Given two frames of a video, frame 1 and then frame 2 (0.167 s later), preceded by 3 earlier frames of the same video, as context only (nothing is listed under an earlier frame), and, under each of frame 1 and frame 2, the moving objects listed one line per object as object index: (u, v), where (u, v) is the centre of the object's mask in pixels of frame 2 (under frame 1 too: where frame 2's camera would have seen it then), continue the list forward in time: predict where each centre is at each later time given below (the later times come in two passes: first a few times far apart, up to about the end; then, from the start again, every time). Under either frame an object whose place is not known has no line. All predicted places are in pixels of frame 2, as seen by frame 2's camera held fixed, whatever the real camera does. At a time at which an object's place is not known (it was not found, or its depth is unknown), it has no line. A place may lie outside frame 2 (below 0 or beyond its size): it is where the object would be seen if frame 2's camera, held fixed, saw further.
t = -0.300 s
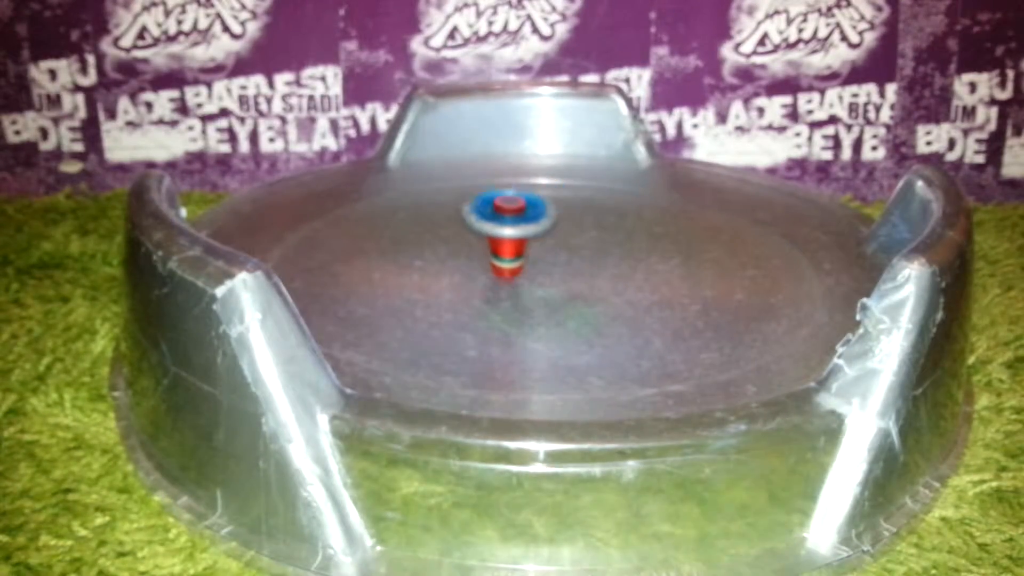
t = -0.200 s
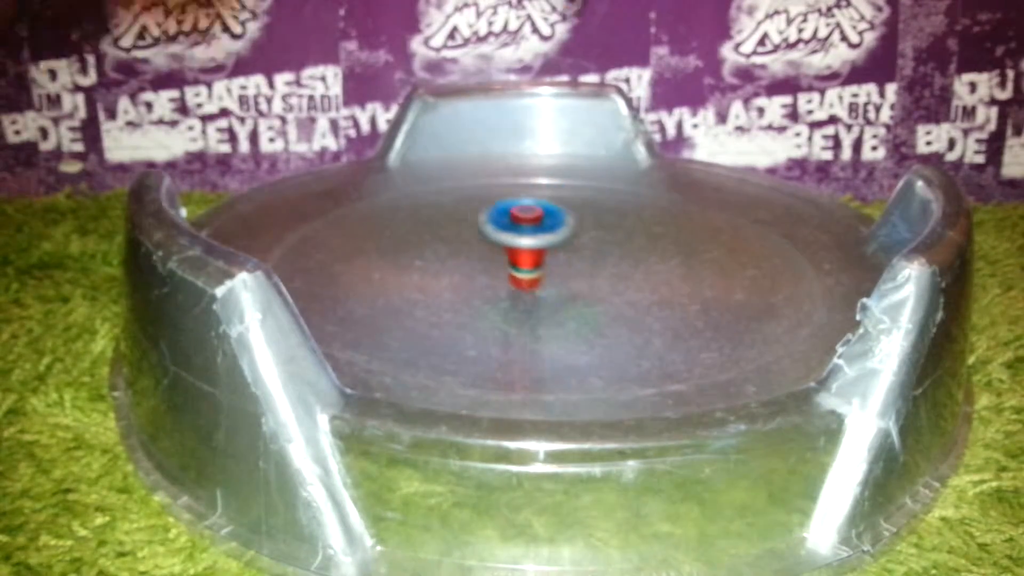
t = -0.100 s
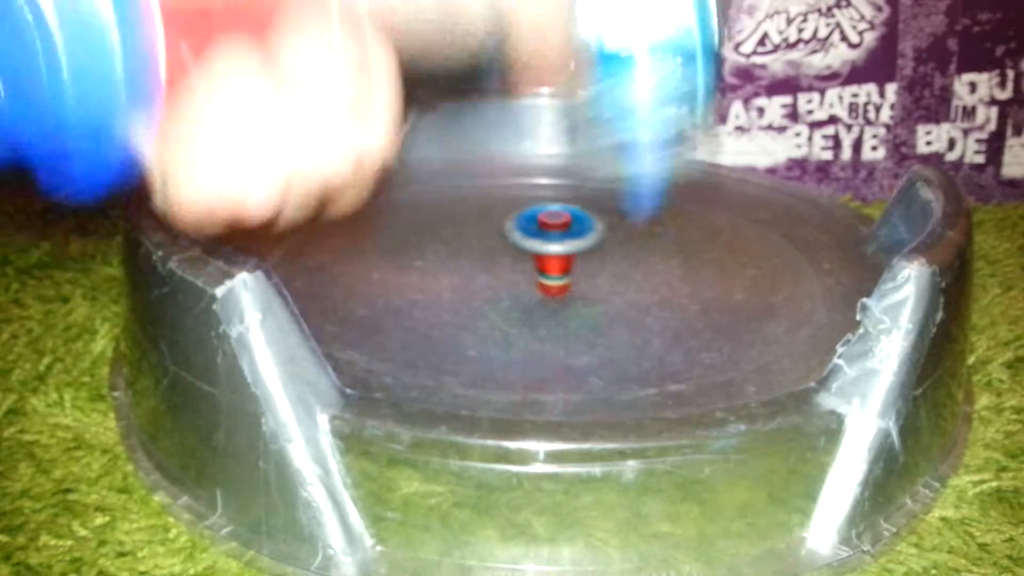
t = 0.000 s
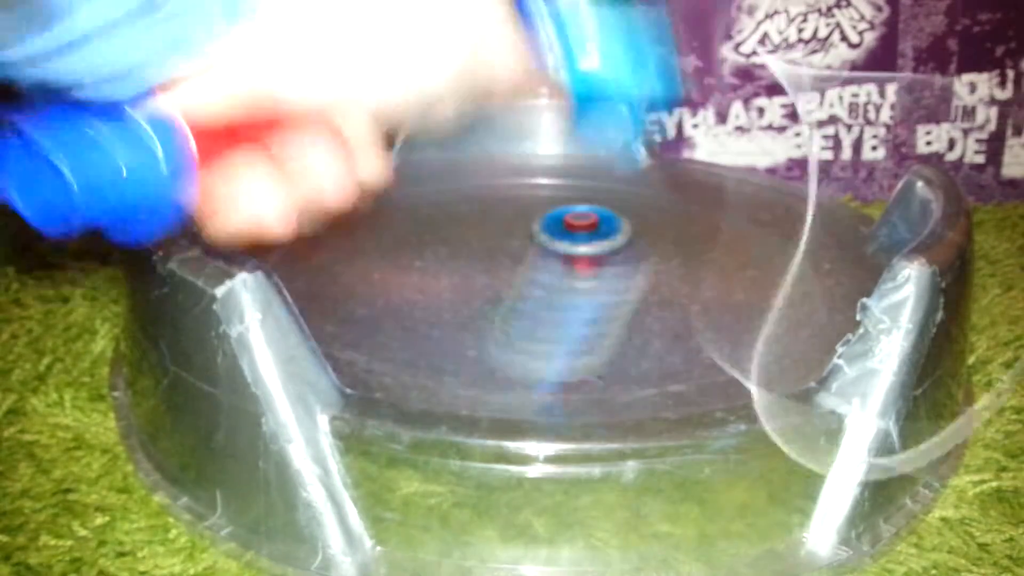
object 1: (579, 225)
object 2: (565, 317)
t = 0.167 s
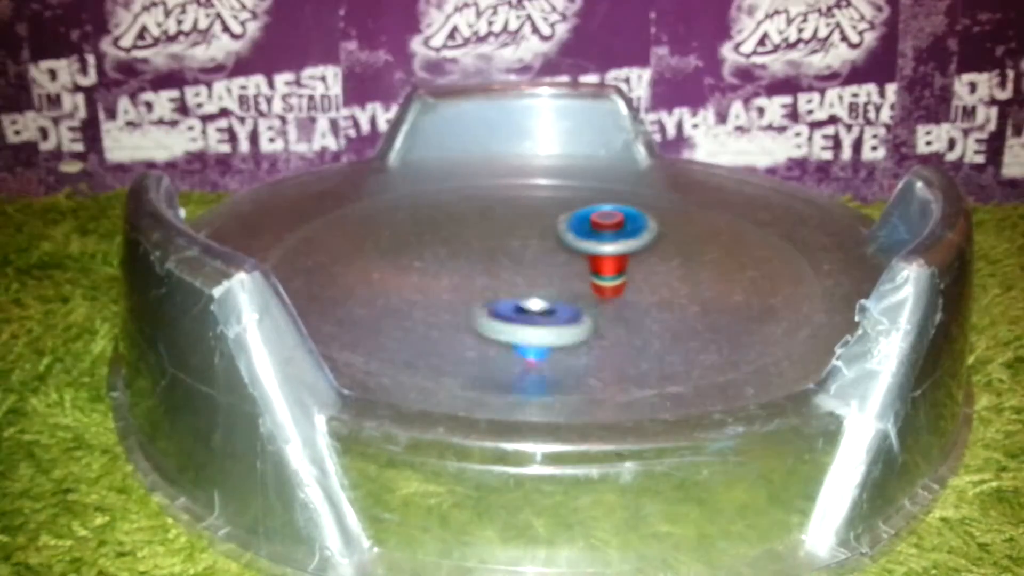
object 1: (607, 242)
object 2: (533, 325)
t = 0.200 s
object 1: (609, 242)
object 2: (541, 322)
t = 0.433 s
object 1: (610, 239)
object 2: (446, 267)
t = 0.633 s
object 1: (596, 242)
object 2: (291, 254)
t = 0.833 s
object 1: (574, 265)
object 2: (340, 303)
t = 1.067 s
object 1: (581, 273)
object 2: (514, 308)
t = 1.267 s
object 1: (632, 225)
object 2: (490, 267)
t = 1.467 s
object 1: (528, 221)
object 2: (367, 221)
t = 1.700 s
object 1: (430, 240)
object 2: (284, 239)
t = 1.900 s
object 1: (447, 274)
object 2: (362, 282)
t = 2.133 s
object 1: (608, 262)
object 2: (539, 281)
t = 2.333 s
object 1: (624, 233)
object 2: (523, 199)
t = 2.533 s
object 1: (575, 220)
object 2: (389, 179)
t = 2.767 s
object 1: (494, 226)
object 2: (358, 231)
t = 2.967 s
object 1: (491, 228)
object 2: (517, 296)
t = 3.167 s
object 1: (539, 251)
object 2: (677, 233)
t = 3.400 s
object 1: (598, 249)
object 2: (549, 164)
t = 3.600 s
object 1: (602, 232)
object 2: (439, 198)
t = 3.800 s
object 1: (541, 227)
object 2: (488, 290)
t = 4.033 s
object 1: (498, 260)
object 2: (744, 256)
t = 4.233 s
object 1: (533, 285)
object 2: (683, 183)
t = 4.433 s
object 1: (601, 277)
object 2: (553, 190)
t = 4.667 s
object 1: (583, 246)
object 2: (476, 288)
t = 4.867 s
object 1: (513, 234)
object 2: (710, 313)
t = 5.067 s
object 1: (453, 245)
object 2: (798, 247)
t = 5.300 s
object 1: (480, 276)
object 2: (645, 220)
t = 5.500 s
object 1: (562, 275)
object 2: (466, 261)
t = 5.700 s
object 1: (579, 247)
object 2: (511, 334)
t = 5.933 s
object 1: (533, 224)
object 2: (754, 323)
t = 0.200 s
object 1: (609, 242)
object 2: (541, 322)
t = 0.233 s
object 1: (610, 241)
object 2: (545, 316)
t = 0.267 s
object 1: (611, 241)
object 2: (543, 309)
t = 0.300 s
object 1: (611, 241)
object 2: (536, 301)
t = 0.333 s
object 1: (611, 240)
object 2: (520, 292)
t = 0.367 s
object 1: (610, 240)
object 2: (500, 284)
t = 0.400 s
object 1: (610, 239)
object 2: (475, 275)
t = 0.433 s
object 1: (610, 239)
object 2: (446, 267)
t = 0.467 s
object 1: (610, 239)
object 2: (420, 262)
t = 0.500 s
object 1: (606, 238)
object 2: (391, 256)
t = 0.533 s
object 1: (605, 239)
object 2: (362, 254)
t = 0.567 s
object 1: (601, 241)
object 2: (336, 252)
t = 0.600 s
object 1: (599, 241)
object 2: (310, 253)
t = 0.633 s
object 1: (596, 242)
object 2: (291, 254)
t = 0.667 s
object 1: (589, 243)
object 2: (282, 255)
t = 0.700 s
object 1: (587, 245)
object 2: (292, 265)
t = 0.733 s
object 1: (585, 260)
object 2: (304, 278)
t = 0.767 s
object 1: (581, 260)
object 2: (316, 288)
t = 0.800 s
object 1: (578, 263)
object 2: (327, 297)
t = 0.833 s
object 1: (574, 265)
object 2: (340, 303)
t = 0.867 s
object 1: (571, 267)
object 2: (358, 308)
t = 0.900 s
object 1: (568, 269)
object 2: (383, 313)
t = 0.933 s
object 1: (565, 271)
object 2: (412, 317)
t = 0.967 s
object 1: (563, 273)
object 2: (445, 320)
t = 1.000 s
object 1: (562, 275)
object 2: (481, 320)
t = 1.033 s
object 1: (562, 276)
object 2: (511, 316)
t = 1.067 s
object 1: (581, 273)
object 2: (514, 308)
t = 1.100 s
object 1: (607, 265)
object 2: (510, 307)
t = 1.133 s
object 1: (625, 253)
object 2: (510, 303)
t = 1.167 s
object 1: (637, 244)
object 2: (510, 296)
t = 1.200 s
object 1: (642, 235)
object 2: (507, 287)
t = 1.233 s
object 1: (641, 228)
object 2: (500, 277)
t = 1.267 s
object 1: (632, 225)
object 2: (490, 267)
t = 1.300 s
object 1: (619, 222)
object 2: (474, 257)
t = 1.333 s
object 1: (602, 221)
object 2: (458, 247)
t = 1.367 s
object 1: (584, 220)
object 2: (438, 237)
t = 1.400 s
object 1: (566, 220)
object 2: (417, 231)
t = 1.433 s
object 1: (547, 219)
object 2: (391, 225)
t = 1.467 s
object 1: (528, 221)
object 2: (367, 221)
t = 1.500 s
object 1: (511, 221)
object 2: (344, 219)
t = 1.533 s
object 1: (494, 223)
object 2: (324, 221)
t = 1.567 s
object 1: (479, 226)
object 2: (307, 222)
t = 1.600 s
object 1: (464, 229)
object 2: (295, 224)
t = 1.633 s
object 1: (453, 230)
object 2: (287, 229)
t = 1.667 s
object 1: (440, 236)
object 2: (282, 233)
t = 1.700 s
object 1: (430, 240)
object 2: (284, 239)
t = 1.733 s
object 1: (423, 243)
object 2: (289, 246)
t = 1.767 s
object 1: (417, 249)
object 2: (299, 253)
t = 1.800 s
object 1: (415, 254)
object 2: (312, 260)
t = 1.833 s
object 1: (416, 260)
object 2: (329, 268)
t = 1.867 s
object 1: (423, 268)
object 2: (347, 275)
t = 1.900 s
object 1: (447, 274)
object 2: (362, 282)
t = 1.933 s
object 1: (470, 278)
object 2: (385, 290)
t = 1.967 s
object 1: (492, 282)
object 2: (414, 297)
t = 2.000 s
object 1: (523, 284)
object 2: (440, 300)
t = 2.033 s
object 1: (554, 283)
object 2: (469, 301)
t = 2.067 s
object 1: (577, 283)
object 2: (499, 298)
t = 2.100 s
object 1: (599, 267)
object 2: (523, 291)
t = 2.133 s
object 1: (608, 262)
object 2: (539, 281)
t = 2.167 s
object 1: (618, 258)
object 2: (548, 271)
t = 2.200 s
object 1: (621, 254)
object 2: (553, 256)
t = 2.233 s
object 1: (627, 248)
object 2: (552, 242)
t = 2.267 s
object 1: (627, 242)
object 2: (547, 225)
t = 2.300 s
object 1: (627, 236)
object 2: (539, 212)
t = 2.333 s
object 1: (624, 233)
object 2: (523, 199)
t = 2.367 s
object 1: (619, 227)
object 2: (500, 186)
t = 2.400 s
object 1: (612, 234)
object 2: (475, 176)
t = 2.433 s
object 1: (606, 229)
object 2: (451, 169)
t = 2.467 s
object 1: (597, 226)
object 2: (428, 165)
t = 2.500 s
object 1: (589, 214)
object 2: (407, 173)
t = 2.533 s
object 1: (575, 220)
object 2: (389, 179)
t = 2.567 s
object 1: (565, 219)
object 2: (373, 183)
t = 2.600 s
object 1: (553, 218)
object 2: (361, 188)
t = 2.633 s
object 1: (540, 218)
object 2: (354, 194)
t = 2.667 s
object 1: (528, 218)
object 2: (348, 201)
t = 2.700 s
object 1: (515, 220)
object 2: (347, 209)
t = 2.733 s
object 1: (504, 223)
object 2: (350, 219)
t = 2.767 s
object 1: (494, 226)
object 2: (358, 231)
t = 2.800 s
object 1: (486, 229)
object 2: (369, 244)
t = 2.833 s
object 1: (480, 234)
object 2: (387, 258)
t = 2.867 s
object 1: (478, 227)
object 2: (415, 271)
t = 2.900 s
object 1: (478, 223)
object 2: (447, 281)
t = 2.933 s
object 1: (484, 224)
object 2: (481, 291)
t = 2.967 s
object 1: (491, 228)
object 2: (517, 296)
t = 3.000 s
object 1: (496, 236)
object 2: (557, 297)
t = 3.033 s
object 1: (504, 240)
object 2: (594, 290)
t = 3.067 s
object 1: (512, 242)
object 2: (625, 280)
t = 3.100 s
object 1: (520, 247)
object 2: (651, 267)
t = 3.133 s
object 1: (529, 249)
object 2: (669, 251)
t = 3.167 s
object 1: (539, 251)
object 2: (677, 233)
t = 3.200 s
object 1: (547, 252)
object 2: (677, 214)
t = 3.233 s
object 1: (556, 253)
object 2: (669, 197)
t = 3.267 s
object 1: (562, 266)
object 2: (658, 182)
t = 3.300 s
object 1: (571, 266)
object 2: (640, 169)
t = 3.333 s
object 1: (583, 253)
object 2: (610, 161)
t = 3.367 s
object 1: (591, 250)
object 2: (579, 163)
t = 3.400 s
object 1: (598, 249)
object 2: (549, 164)
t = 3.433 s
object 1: (602, 246)
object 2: (524, 165)
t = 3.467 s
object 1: (606, 243)
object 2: (503, 168)
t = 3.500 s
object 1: (608, 241)
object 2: (484, 172)
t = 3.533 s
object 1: (608, 237)
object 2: (468, 178)
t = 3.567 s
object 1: (606, 234)
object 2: (453, 187)
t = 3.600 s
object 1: (602, 232)
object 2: (439, 198)
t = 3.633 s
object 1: (595, 229)
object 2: (429, 212)
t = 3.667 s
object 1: (586, 228)
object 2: (423, 226)
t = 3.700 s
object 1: (575, 238)
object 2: (424, 243)
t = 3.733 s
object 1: (563, 237)
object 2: (435, 260)
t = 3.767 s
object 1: (552, 238)
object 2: (456, 276)
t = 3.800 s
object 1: (541, 227)
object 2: (488, 290)
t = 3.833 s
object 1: (530, 226)
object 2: (523, 299)
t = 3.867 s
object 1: (520, 231)
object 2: (563, 303)
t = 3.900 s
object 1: (513, 246)
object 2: (606, 302)
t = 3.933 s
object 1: (506, 249)
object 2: (651, 296)
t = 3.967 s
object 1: (501, 252)
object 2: (690, 285)
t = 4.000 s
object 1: (499, 256)
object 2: (721, 272)
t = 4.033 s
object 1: (498, 260)
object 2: (744, 256)
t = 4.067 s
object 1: (495, 265)
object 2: (757, 239)
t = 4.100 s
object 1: (497, 269)
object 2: (762, 224)
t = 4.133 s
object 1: (503, 277)
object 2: (749, 198)
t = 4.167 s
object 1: (512, 281)
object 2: (723, 193)
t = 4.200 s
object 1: (521, 283)
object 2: (703, 187)
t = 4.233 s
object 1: (533, 285)
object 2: (683, 183)
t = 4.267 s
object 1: (544, 285)
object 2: (666, 180)
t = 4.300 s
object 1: (559, 286)
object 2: (644, 178)
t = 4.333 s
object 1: (571, 285)
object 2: (624, 178)
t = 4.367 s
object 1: (583, 283)
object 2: (601, 180)
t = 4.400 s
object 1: (592, 280)
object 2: (577, 184)
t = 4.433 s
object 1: (601, 277)
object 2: (553, 190)
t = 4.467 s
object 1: (606, 273)
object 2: (526, 200)
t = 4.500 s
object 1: (609, 268)
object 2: (502, 210)
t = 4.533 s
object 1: (608, 264)
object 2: (482, 224)
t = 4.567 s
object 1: (604, 258)
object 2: (467, 239)
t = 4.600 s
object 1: (598, 254)
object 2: (461, 255)
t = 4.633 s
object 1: (592, 250)
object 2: (464, 272)
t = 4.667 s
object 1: (583, 246)
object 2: (476, 288)
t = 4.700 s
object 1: (571, 244)
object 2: (499, 302)
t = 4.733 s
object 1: (561, 240)
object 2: (531, 314)
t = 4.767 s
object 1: (550, 237)
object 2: (567, 321)
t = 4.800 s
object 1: (538, 235)
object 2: (615, 324)
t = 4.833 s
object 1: (526, 234)
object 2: (665, 320)
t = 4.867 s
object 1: (513, 234)
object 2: (710, 313)
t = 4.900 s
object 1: (501, 234)
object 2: (748, 303)
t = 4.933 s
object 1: (489, 235)
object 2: (779, 292)
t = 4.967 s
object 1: (478, 238)
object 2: (800, 281)
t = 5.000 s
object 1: (467, 240)
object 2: (814, 269)
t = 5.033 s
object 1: (460, 242)
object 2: (809, 257)
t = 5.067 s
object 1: (453, 245)
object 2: (798, 247)
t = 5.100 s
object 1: (445, 249)
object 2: (784, 238)
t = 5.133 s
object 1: (444, 254)
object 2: (768, 232)
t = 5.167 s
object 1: (445, 259)
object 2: (750, 226)
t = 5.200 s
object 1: (448, 264)
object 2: (728, 223)
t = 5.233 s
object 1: (456, 268)
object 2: (701, 221)
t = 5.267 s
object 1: (467, 272)
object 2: (674, 219)
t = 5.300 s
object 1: (480, 276)
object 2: (645, 220)
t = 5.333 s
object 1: (494, 279)
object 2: (613, 222)
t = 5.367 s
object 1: (508, 281)
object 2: (582, 226)
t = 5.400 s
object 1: (524, 281)
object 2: (559, 225)
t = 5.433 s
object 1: (538, 267)
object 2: (508, 232)
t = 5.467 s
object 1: (550, 278)
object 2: (479, 252)
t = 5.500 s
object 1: (562, 275)
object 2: (466, 261)
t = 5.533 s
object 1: (570, 271)
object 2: (452, 273)
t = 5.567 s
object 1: (576, 266)
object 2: (443, 287)
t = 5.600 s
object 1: (578, 261)
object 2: (443, 300)
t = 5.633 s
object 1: (584, 244)
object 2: (454, 313)
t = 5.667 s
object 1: (584, 240)
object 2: (473, 324)
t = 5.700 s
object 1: (579, 247)
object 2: (511, 334)
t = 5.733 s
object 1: (578, 241)
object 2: (551, 340)
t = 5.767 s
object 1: (575, 237)
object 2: (592, 343)
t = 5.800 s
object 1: (569, 233)
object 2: (632, 343)
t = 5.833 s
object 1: (562, 230)
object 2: (671, 342)
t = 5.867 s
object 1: (554, 228)
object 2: (704, 337)
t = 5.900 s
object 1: (544, 225)
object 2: (733, 330)
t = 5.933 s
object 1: (533, 224)
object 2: (754, 323)
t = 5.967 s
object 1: (523, 224)
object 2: (770, 314)
